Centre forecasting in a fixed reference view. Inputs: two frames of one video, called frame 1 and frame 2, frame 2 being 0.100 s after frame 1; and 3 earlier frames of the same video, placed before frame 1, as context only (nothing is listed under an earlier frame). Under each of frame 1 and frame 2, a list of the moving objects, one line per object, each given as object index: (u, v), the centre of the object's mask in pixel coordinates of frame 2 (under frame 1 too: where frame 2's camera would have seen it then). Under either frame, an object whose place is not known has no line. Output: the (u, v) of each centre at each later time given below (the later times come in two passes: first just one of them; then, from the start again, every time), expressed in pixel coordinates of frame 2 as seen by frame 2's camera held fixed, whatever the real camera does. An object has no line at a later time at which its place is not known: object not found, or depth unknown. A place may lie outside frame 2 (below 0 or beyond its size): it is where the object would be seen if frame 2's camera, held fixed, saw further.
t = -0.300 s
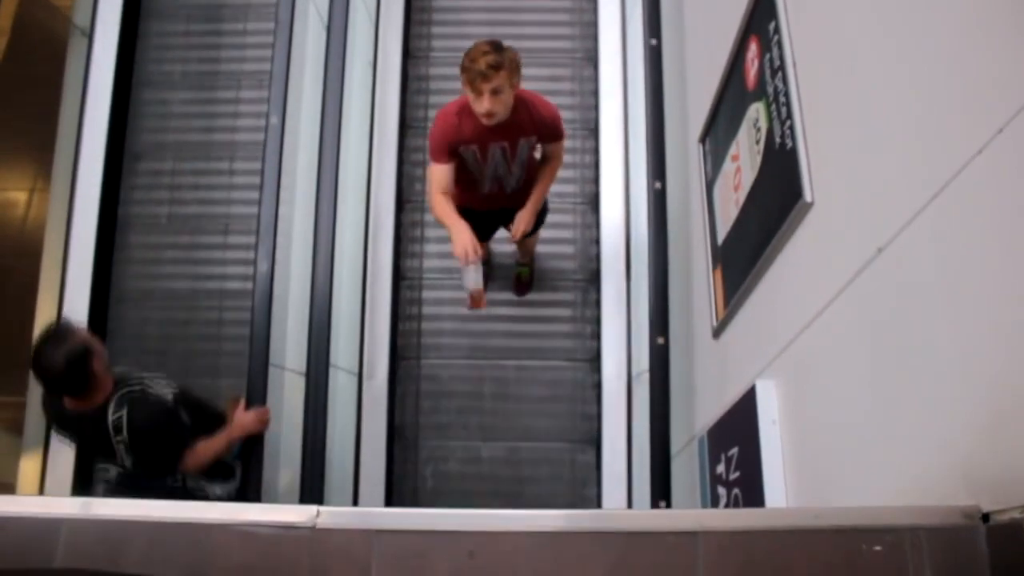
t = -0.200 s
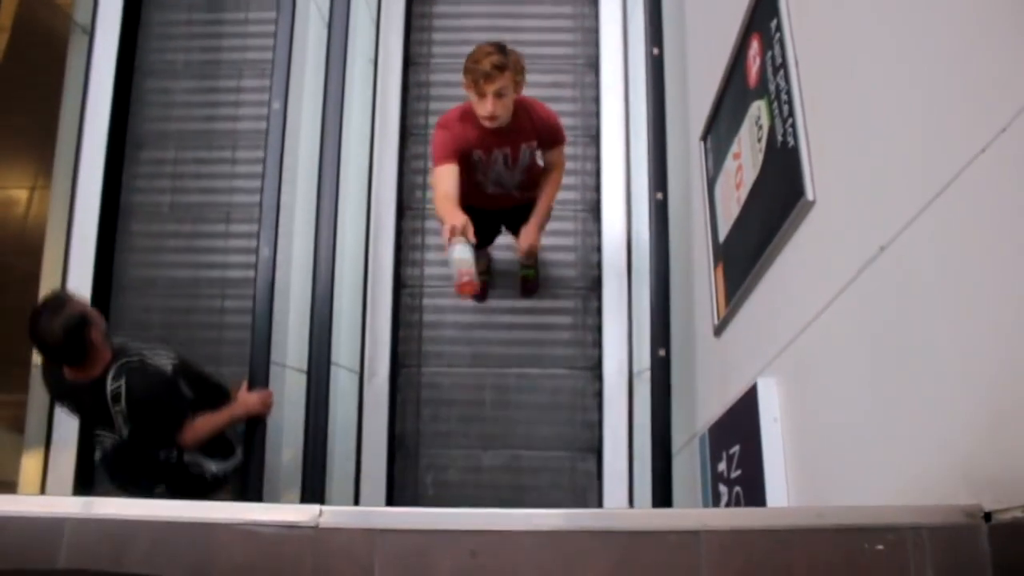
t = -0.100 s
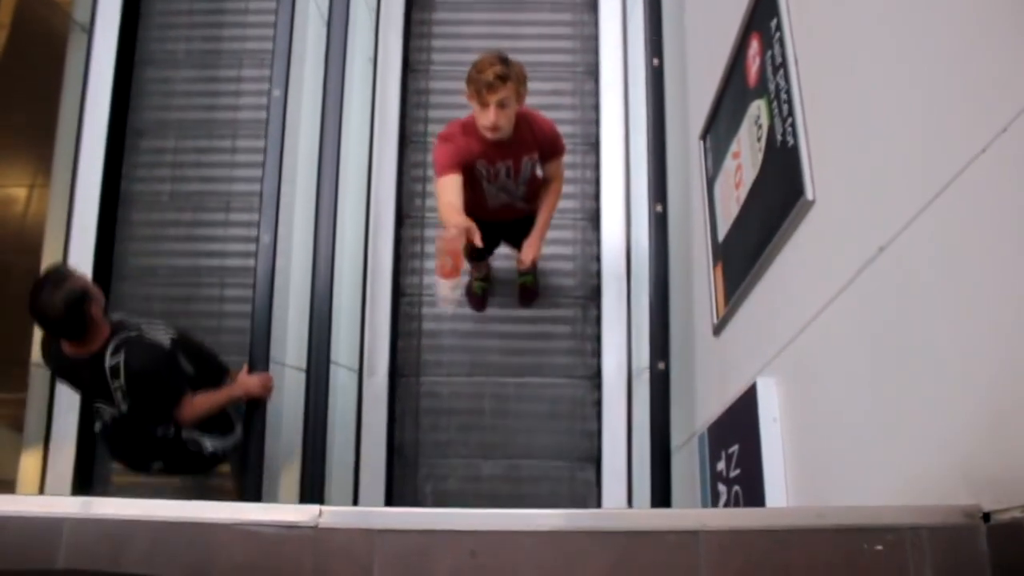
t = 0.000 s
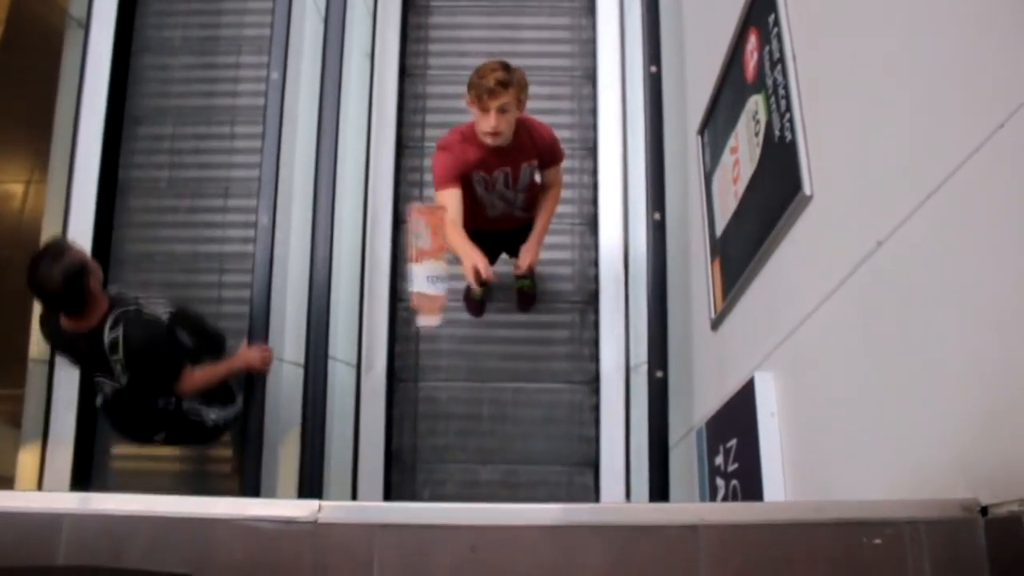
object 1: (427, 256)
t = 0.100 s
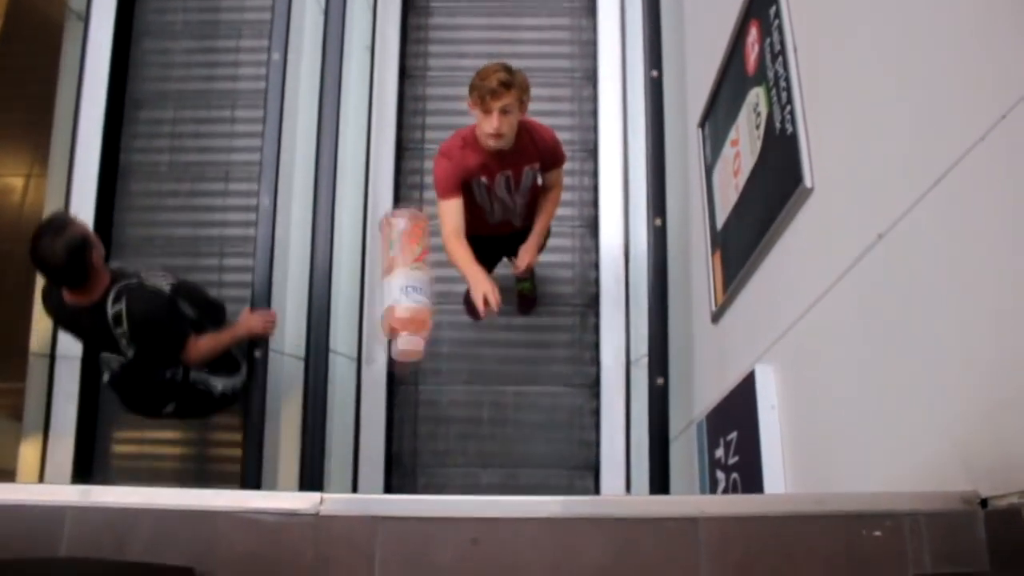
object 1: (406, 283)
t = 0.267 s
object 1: (369, 438)
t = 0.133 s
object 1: (398, 302)
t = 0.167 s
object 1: (389, 328)
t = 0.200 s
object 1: (381, 361)
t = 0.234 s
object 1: (374, 394)
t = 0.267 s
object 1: (369, 438)
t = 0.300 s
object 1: (364, 494)
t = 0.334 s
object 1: (360, 540)
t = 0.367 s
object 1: (361, 572)
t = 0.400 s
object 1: (364, 574)
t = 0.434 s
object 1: (369, 567)
